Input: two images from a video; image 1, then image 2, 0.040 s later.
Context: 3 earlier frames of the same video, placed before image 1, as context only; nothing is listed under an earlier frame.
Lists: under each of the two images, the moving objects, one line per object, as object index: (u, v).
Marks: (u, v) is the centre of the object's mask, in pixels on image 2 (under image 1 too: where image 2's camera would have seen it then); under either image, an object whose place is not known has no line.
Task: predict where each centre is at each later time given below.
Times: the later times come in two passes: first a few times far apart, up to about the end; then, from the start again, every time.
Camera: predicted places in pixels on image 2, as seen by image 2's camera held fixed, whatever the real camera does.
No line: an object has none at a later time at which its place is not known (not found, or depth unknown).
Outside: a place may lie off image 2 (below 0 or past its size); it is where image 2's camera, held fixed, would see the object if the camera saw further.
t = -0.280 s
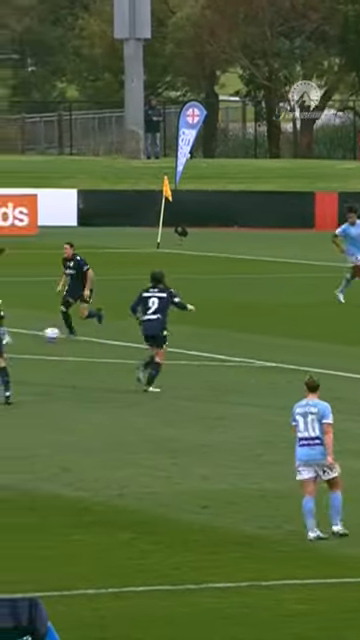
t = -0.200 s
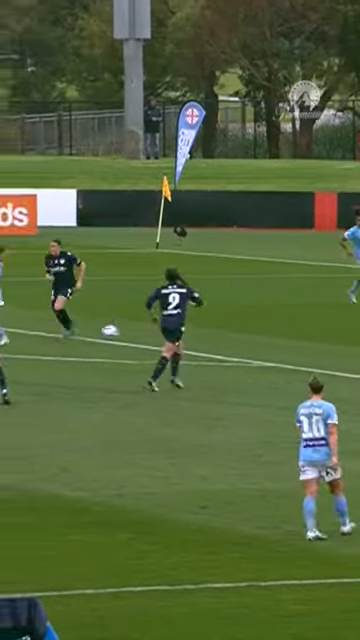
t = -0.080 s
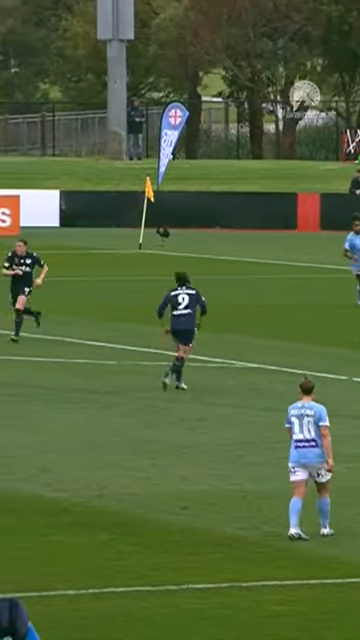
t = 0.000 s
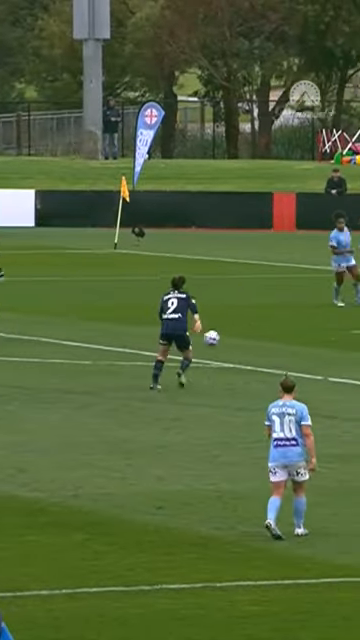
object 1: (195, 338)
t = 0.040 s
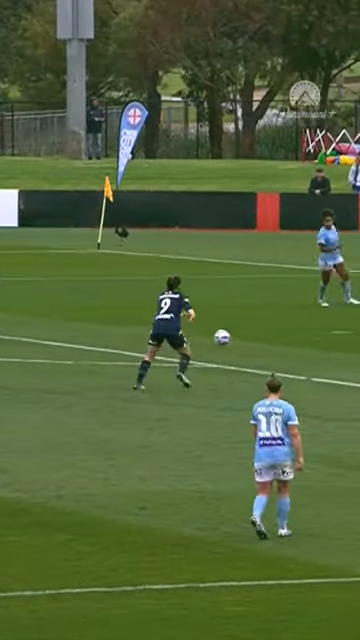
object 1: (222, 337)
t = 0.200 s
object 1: (328, 342)
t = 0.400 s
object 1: (451, 345)
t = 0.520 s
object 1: (518, 348)
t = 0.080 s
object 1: (249, 336)
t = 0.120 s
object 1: (275, 336)
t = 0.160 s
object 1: (302, 339)
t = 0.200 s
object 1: (328, 342)
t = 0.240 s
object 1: (353, 343)
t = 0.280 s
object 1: (378, 342)
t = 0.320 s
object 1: (403, 343)
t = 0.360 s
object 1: (427, 345)
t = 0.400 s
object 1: (451, 345)
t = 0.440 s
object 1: (473, 345)
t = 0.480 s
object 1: (496, 347)
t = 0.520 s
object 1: (518, 348)
